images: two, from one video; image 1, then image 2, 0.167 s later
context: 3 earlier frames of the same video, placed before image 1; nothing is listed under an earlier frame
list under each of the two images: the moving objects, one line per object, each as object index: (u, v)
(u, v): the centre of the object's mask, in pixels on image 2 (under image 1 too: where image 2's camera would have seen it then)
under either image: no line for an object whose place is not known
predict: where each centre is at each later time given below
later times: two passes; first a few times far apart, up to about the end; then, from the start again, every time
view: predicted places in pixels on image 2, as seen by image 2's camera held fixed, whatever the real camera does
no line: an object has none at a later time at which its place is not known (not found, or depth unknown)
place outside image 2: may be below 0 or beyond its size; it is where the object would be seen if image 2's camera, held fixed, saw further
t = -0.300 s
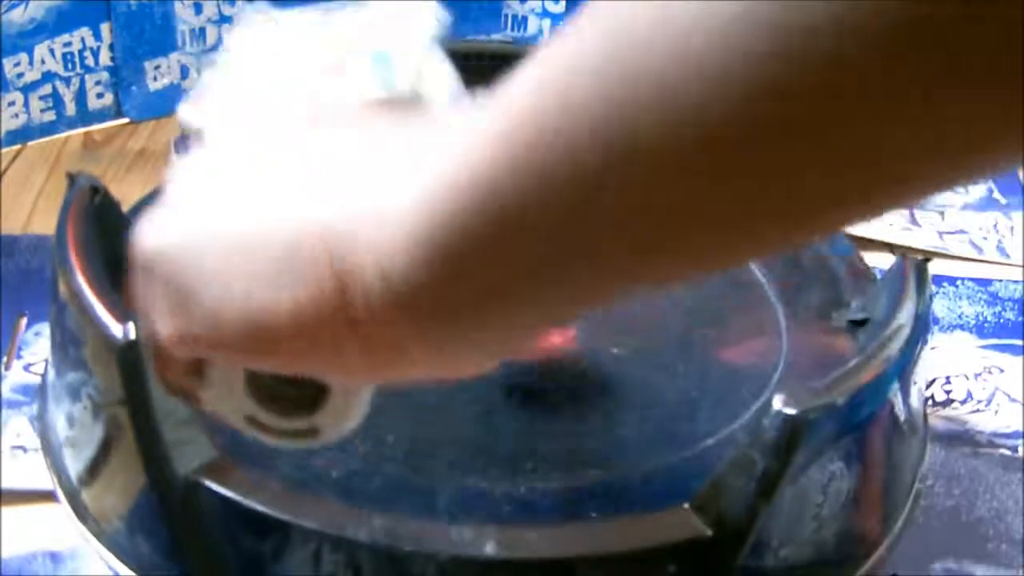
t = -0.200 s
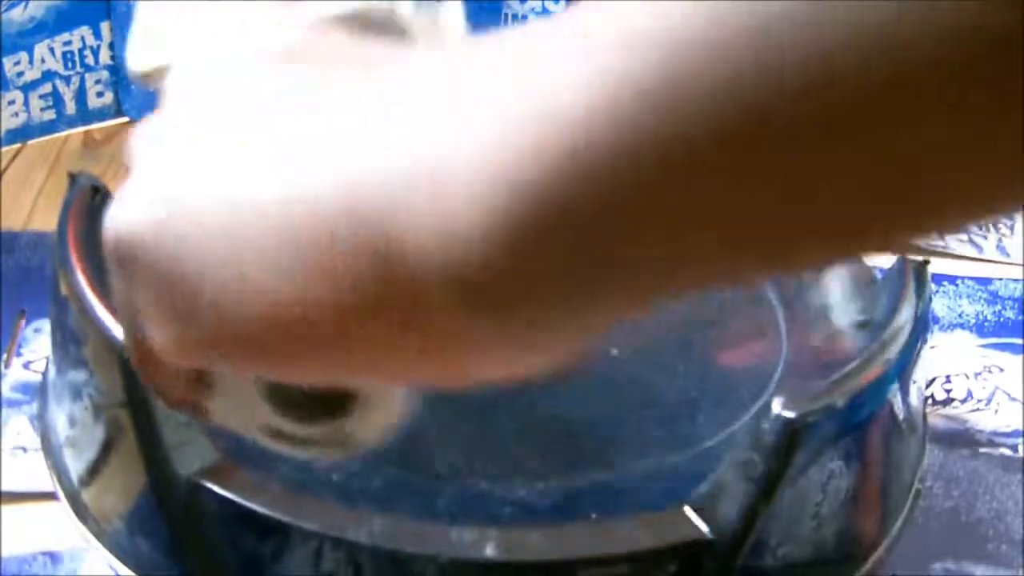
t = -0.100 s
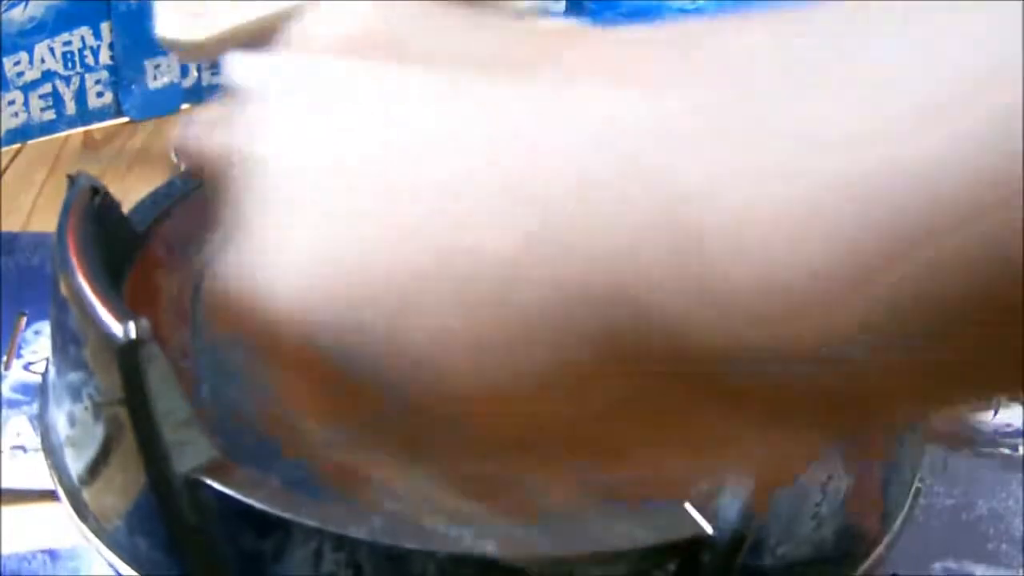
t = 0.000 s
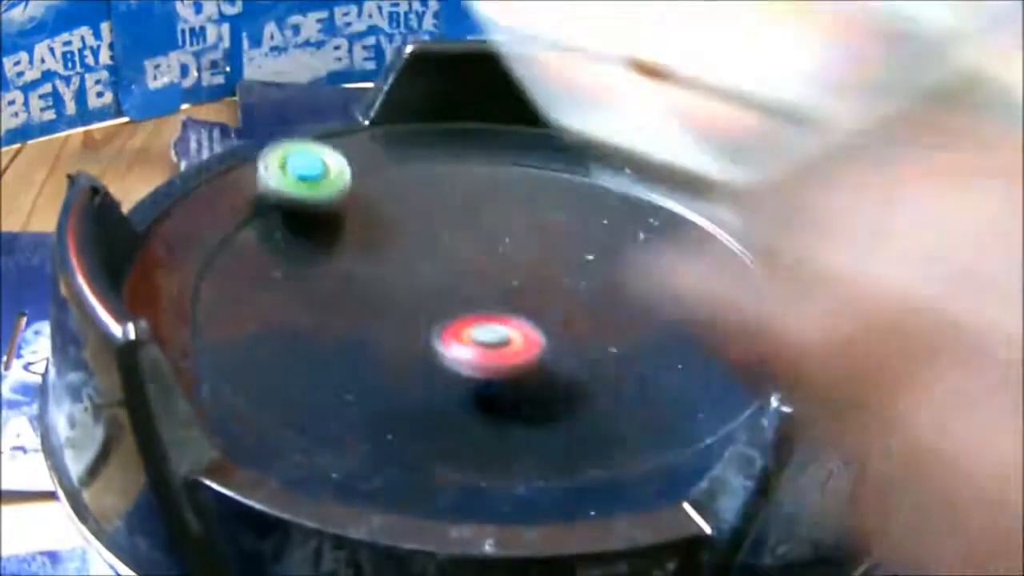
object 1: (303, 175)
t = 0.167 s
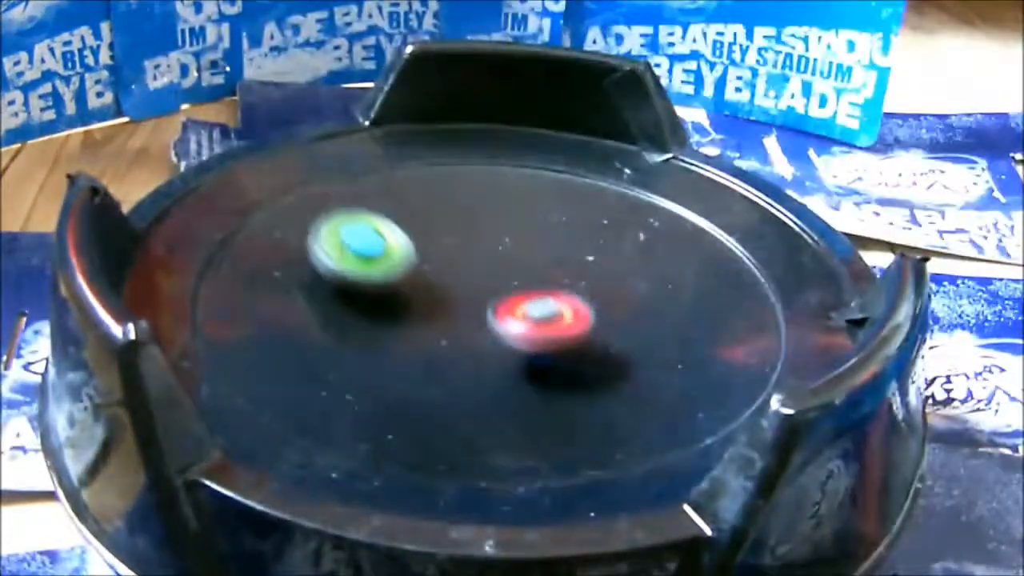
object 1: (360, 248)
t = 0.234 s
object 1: (397, 277)
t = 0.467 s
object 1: (233, 248)
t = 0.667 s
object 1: (341, 323)
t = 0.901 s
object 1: (525, 354)
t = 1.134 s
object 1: (627, 318)
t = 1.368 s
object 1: (506, 275)
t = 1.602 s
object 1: (576, 342)
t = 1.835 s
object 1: (463, 350)
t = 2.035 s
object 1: (418, 321)
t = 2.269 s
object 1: (452, 279)
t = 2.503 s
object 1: (516, 284)
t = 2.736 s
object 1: (539, 321)
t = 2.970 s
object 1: (477, 340)
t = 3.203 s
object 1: (433, 315)
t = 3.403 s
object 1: (450, 284)
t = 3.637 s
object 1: (511, 285)
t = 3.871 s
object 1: (542, 318)
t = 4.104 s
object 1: (486, 341)
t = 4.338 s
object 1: (443, 320)
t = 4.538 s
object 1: (457, 288)
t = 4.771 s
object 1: (508, 294)
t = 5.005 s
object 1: (522, 320)
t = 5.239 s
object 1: (476, 330)
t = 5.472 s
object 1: (456, 307)
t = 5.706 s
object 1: (488, 292)
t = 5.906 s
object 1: (515, 309)
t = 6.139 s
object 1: (499, 330)
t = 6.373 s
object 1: (477, 326)
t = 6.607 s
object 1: (482, 307)
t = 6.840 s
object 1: (507, 311)
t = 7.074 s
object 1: (555, 314)
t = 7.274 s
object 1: (375, 233)
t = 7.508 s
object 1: (395, 313)
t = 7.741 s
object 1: (558, 359)
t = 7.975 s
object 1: (584, 294)
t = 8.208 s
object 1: (521, 253)
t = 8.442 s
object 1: (419, 289)
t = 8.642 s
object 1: (370, 332)
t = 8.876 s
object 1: (484, 354)
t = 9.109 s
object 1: (524, 324)
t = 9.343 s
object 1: (558, 321)
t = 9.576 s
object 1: (538, 264)
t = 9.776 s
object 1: (496, 276)
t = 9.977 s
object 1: (473, 287)
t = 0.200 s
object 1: (378, 264)
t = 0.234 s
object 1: (397, 277)
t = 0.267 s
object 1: (374, 272)
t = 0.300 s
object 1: (328, 261)
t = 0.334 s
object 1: (292, 250)
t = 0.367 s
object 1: (264, 245)
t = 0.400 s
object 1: (244, 241)
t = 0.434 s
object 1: (234, 243)
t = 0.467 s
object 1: (233, 248)
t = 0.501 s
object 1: (242, 256)
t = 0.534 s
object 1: (255, 268)
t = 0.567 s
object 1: (273, 281)
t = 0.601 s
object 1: (293, 295)
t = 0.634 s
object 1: (316, 310)
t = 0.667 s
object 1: (341, 323)
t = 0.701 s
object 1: (368, 333)
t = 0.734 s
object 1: (398, 346)
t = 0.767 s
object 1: (428, 352)
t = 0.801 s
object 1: (456, 356)
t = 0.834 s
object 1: (481, 357)
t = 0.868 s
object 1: (504, 356)
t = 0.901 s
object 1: (525, 354)
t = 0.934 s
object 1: (544, 351)
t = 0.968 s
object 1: (562, 347)
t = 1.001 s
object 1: (579, 342)
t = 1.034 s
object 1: (593, 336)
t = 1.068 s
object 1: (606, 330)
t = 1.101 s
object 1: (617, 324)
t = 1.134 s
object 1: (627, 318)
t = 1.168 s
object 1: (634, 312)
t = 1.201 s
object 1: (639, 306)
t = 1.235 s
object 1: (642, 301)
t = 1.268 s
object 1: (644, 295)
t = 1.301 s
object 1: (603, 271)
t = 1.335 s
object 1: (534, 264)
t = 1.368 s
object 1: (506, 275)
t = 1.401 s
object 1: (513, 294)
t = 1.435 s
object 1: (524, 310)
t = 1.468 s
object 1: (539, 324)
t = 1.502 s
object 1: (557, 333)
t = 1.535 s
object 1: (570, 338)
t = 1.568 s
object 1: (577, 341)
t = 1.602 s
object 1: (576, 342)
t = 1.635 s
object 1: (565, 343)
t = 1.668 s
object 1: (545, 345)
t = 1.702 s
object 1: (522, 348)
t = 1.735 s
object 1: (500, 351)
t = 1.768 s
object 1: (485, 352)
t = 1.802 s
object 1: (474, 352)
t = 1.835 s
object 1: (463, 350)
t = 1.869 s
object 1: (451, 345)
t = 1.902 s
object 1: (439, 340)
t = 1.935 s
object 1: (427, 336)
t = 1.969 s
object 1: (421, 332)
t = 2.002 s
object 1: (418, 328)
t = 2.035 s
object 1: (418, 321)
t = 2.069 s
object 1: (417, 312)
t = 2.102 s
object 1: (419, 303)
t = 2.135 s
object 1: (419, 295)
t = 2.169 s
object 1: (422, 289)
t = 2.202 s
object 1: (428, 285)
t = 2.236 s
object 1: (438, 283)
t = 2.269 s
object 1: (452, 279)
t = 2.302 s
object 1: (464, 274)
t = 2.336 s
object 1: (474, 268)
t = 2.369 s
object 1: (478, 265)
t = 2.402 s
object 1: (483, 265)
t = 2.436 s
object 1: (491, 270)
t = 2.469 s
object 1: (501, 277)
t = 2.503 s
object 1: (516, 284)
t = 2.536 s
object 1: (529, 287)
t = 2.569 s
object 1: (539, 289)
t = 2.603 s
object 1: (544, 292)
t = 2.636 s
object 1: (544, 297)
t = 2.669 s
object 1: (543, 305)
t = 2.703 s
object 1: (542, 313)
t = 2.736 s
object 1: (539, 321)
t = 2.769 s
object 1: (538, 330)
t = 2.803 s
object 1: (541, 335)
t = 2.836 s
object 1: (538, 336)
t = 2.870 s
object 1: (529, 335)
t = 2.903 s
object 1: (512, 335)
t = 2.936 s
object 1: (494, 337)
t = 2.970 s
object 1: (477, 340)
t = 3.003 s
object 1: (465, 344)
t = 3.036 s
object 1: (462, 344)
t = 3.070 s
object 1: (458, 342)
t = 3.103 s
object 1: (455, 337)
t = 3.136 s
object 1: (450, 330)
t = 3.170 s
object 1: (442, 321)
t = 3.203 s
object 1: (433, 315)
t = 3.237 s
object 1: (430, 312)
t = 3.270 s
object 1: (431, 309)
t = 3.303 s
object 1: (433, 304)
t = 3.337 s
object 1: (438, 298)
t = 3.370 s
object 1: (446, 291)
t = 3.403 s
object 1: (450, 284)
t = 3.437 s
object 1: (454, 280)
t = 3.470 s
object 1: (459, 279)
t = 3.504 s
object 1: (467, 279)
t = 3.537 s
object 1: (478, 280)
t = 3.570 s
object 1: (488, 282)
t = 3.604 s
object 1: (500, 284)
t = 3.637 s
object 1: (511, 285)
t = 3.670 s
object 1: (518, 286)
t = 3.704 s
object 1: (521, 287)
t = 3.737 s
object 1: (524, 293)
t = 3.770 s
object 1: (526, 301)
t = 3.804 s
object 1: (532, 310)
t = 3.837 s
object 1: (539, 315)
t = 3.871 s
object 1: (542, 318)
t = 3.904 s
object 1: (539, 320)
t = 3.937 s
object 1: (532, 322)
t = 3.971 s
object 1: (520, 326)
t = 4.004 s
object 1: (508, 331)
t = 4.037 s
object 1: (498, 337)
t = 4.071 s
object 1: (492, 341)
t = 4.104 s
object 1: (486, 341)
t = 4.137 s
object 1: (479, 340)
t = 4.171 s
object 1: (471, 336)
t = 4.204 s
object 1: (461, 331)
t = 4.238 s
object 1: (452, 328)
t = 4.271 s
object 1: (445, 326)
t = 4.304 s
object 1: (442, 324)
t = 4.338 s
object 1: (443, 320)
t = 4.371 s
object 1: (446, 314)
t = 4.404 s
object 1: (449, 307)
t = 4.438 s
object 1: (452, 300)
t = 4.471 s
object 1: (454, 294)
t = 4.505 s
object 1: (455, 290)
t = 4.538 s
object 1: (457, 288)
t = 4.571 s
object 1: (463, 288)
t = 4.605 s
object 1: (471, 288)
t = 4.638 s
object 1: (481, 290)
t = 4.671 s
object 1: (490, 290)
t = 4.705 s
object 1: (497, 290)
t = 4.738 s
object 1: (503, 291)
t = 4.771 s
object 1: (508, 294)
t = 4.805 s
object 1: (514, 300)
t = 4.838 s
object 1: (519, 306)
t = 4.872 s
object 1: (524, 311)
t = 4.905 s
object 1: (527, 314)
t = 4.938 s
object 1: (529, 315)
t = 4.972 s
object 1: (528, 317)
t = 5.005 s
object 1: (522, 320)
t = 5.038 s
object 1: (512, 321)
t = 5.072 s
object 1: (502, 326)
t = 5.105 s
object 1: (495, 331)
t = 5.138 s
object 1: (490, 333)
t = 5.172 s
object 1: (487, 334)
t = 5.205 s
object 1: (482, 333)
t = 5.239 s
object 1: (476, 330)
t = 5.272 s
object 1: (468, 319)
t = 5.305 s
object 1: (462, 324)
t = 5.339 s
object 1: (458, 322)
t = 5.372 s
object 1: (455, 319)
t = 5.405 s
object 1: (455, 316)
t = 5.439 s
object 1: (455, 311)
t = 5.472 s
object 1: (456, 307)
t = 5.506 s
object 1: (456, 303)
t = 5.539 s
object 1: (459, 300)
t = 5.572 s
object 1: (463, 298)
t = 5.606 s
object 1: (469, 297)
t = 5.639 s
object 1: (477, 296)
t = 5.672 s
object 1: (483, 294)
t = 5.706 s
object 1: (488, 292)
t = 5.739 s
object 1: (491, 291)
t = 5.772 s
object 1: (494, 293)
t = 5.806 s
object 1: (498, 297)
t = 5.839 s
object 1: (503, 302)
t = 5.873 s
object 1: (510, 307)
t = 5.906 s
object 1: (515, 309)
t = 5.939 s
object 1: (519, 310)
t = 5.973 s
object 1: (518, 310)
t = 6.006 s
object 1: (514, 312)
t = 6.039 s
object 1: (504, 310)
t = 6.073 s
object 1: (500, 321)
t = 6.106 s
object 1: (499, 325)
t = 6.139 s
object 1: (499, 330)
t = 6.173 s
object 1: (503, 330)
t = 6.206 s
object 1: (495, 324)
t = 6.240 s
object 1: (481, 321)
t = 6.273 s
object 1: (469, 318)
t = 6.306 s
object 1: (462, 326)
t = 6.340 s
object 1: (466, 330)
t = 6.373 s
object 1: (477, 326)
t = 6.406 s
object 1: (478, 317)
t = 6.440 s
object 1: (472, 308)
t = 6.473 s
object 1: (459, 301)
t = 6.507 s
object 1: (452, 297)
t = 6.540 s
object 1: (451, 306)
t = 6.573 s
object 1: (467, 310)
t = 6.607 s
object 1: (482, 307)
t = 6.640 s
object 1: (490, 301)
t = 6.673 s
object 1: (491, 294)
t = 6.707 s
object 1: (486, 290)
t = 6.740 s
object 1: (481, 292)
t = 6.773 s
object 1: (479, 299)
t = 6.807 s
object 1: (492, 308)
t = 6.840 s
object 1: (507, 311)
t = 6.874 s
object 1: (479, 317)
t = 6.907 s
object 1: (467, 324)
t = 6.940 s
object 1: (476, 331)
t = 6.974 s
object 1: (487, 335)
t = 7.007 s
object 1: (532, 338)
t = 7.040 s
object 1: (553, 331)
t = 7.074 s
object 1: (555, 314)
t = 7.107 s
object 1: (532, 269)
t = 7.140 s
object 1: (490, 209)
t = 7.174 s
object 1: (452, 210)
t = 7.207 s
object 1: (421, 224)
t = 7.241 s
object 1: (405, 242)
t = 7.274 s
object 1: (375, 233)
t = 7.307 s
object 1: (369, 245)
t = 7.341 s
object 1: (378, 270)
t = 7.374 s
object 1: (397, 289)
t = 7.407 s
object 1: (367, 279)
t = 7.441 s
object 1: (350, 277)
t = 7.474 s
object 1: (368, 296)
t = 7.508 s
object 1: (395, 313)
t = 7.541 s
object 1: (400, 346)
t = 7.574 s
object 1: (433, 365)
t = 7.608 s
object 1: (471, 372)
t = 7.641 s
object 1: (503, 373)
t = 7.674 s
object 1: (528, 368)
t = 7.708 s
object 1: (544, 361)
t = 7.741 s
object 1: (558, 359)
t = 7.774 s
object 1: (565, 354)
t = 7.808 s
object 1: (578, 347)
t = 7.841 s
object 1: (616, 344)
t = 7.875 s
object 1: (603, 329)
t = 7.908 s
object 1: (583, 317)
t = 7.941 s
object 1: (559, 307)
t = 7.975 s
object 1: (584, 294)
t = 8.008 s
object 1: (565, 286)
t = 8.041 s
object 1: (541, 278)
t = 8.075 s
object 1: (536, 272)
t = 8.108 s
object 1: (542, 262)
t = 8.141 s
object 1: (553, 256)
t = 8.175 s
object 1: (537, 254)
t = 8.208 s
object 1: (521, 253)
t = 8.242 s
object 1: (499, 240)
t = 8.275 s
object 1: (479, 238)
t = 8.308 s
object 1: (462, 252)
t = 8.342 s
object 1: (450, 267)
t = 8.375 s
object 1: (442, 281)
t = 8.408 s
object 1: (429, 285)
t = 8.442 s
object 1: (419, 289)
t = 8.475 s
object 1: (414, 296)
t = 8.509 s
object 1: (411, 305)
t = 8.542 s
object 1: (384, 302)
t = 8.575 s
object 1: (385, 309)
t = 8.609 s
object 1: (393, 316)
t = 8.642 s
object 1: (370, 332)
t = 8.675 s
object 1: (389, 342)
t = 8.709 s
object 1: (417, 347)
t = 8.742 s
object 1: (446, 348)
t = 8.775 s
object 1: (468, 348)
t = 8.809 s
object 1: (489, 347)
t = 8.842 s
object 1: (504, 344)
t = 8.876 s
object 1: (484, 354)
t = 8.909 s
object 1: (485, 355)
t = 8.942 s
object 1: (497, 353)
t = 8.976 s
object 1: (506, 349)
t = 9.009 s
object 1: (520, 351)
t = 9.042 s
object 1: (533, 350)
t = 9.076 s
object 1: (530, 337)
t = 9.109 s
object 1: (524, 324)
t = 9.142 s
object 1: (515, 311)
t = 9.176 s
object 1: (536, 338)
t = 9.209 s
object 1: (543, 354)
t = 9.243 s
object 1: (551, 347)
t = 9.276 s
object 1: (558, 339)
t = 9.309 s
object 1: (562, 330)
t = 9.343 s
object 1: (558, 321)
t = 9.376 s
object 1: (549, 312)
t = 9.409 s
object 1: (535, 305)
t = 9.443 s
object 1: (520, 299)
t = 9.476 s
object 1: (518, 290)
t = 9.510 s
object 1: (551, 275)
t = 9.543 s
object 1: (546, 269)
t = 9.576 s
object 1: (538, 264)
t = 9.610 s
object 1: (531, 262)
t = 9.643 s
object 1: (521, 259)
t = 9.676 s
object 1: (505, 267)
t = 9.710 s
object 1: (501, 270)
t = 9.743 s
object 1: (499, 273)
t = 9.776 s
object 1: (496, 276)
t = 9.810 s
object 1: (493, 279)
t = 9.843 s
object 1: (490, 281)
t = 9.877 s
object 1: (487, 284)
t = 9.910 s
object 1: (484, 286)
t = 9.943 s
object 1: (480, 288)
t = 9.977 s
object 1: (473, 287)
